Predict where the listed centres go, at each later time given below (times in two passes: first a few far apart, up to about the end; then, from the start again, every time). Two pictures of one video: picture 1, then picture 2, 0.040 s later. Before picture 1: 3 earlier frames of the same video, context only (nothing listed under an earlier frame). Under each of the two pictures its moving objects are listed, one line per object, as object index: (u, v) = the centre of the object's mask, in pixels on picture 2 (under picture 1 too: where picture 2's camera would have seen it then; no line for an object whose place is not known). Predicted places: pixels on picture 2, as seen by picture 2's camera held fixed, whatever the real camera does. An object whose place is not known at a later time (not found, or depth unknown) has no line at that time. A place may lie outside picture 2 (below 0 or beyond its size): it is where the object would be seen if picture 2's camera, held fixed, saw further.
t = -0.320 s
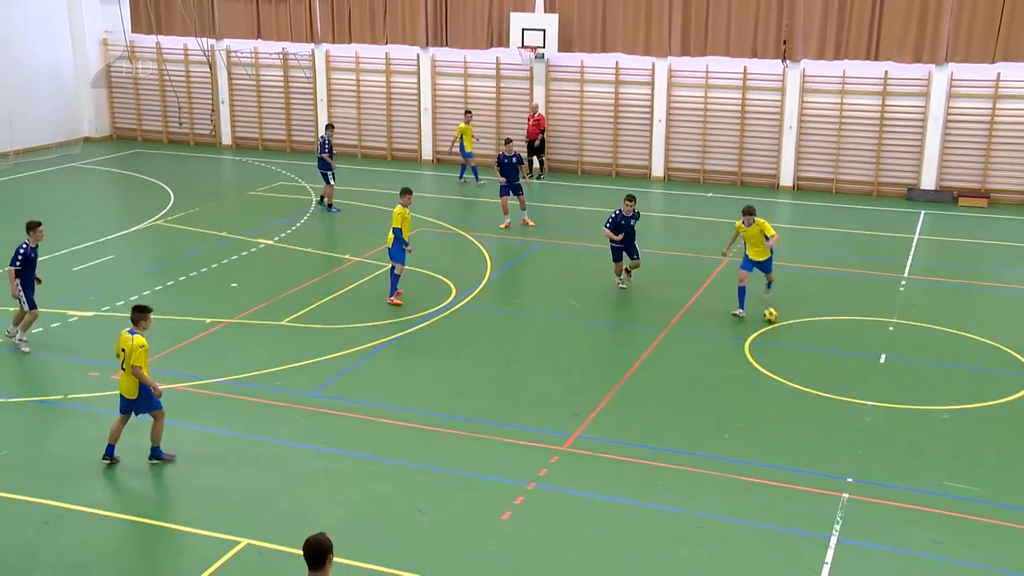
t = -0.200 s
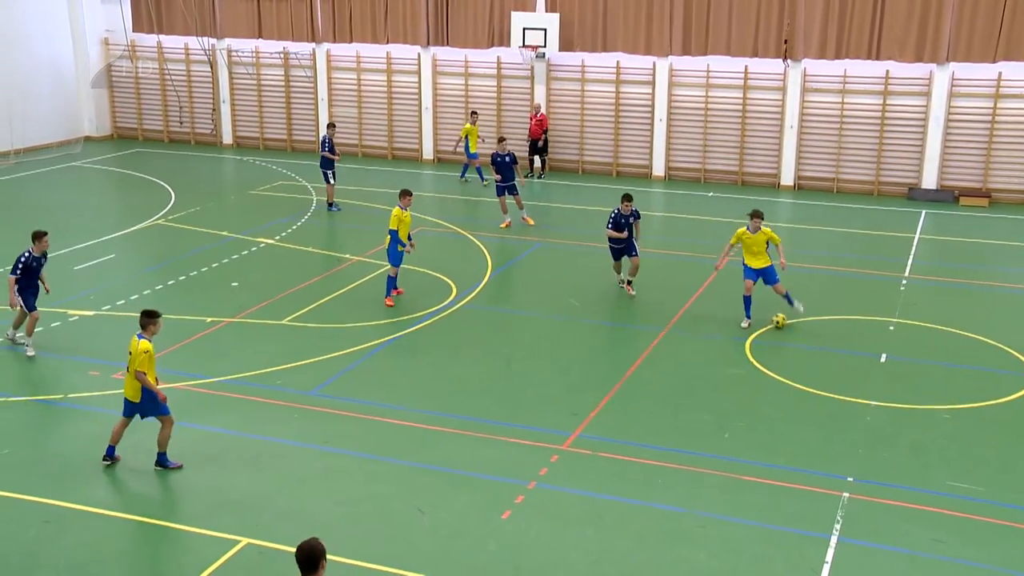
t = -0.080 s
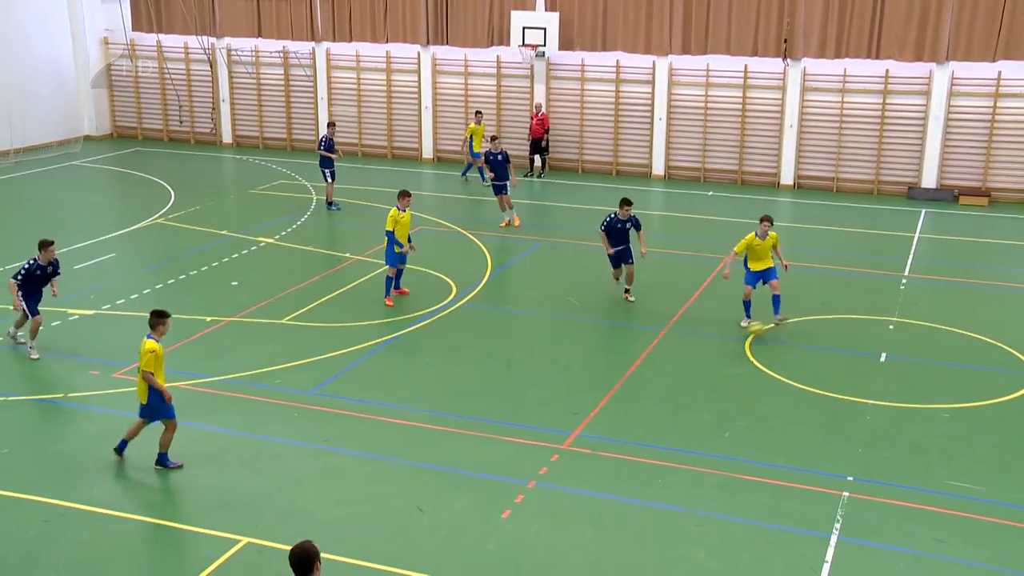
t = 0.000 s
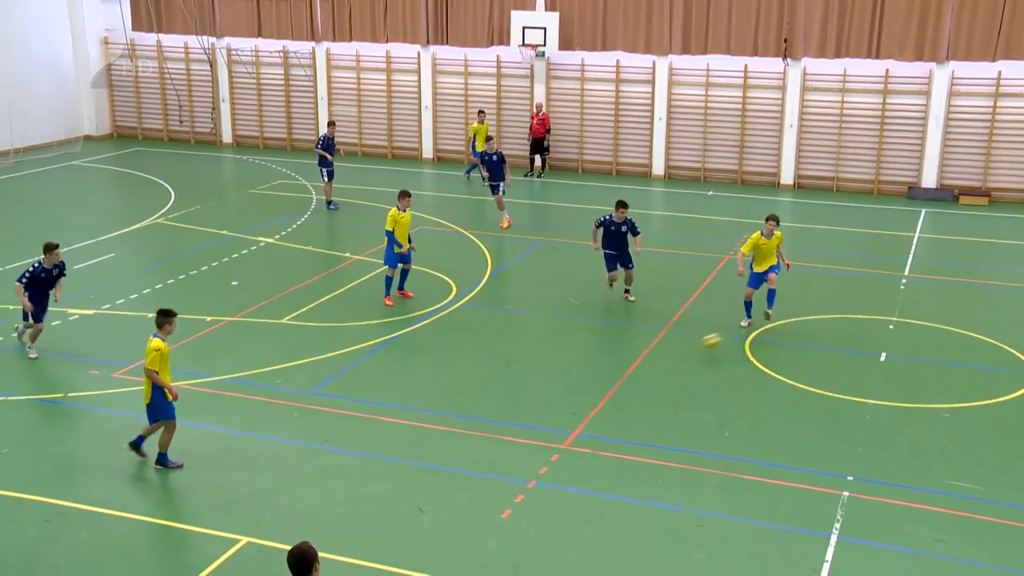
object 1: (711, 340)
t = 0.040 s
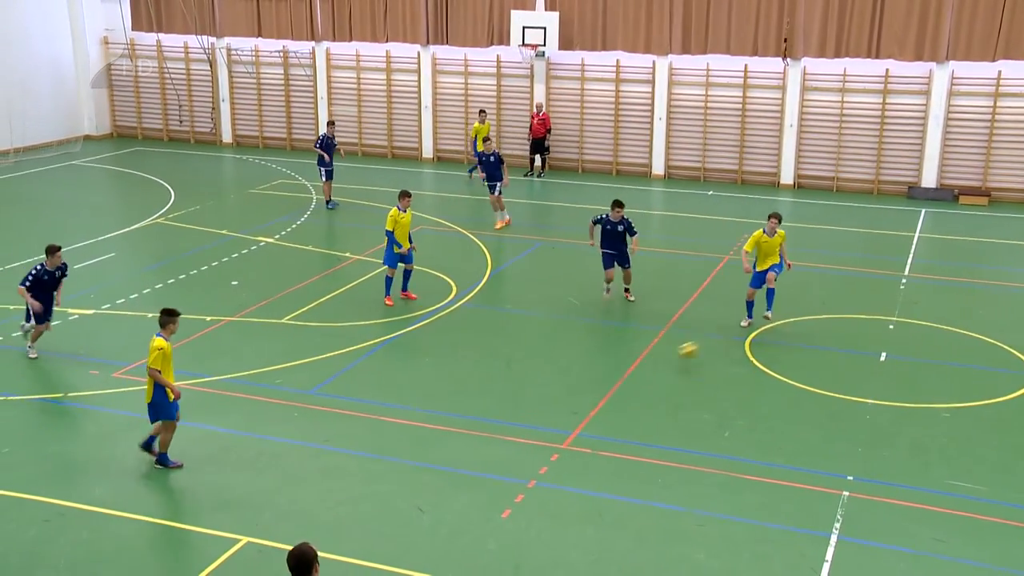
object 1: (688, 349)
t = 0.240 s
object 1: (562, 398)
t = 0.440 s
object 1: (430, 449)
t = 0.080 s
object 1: (664, 359)
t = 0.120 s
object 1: (637, 371)
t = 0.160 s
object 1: (610, 386)
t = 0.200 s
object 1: (586, 393)
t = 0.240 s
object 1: (562, 398)
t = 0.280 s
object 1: (537, 405)
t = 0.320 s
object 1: (511, 415)
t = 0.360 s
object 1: (484, 426)
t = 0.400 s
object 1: (456, 440)
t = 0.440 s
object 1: (430, 449)
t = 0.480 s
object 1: (405, 454)
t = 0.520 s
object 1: (379, 462)
